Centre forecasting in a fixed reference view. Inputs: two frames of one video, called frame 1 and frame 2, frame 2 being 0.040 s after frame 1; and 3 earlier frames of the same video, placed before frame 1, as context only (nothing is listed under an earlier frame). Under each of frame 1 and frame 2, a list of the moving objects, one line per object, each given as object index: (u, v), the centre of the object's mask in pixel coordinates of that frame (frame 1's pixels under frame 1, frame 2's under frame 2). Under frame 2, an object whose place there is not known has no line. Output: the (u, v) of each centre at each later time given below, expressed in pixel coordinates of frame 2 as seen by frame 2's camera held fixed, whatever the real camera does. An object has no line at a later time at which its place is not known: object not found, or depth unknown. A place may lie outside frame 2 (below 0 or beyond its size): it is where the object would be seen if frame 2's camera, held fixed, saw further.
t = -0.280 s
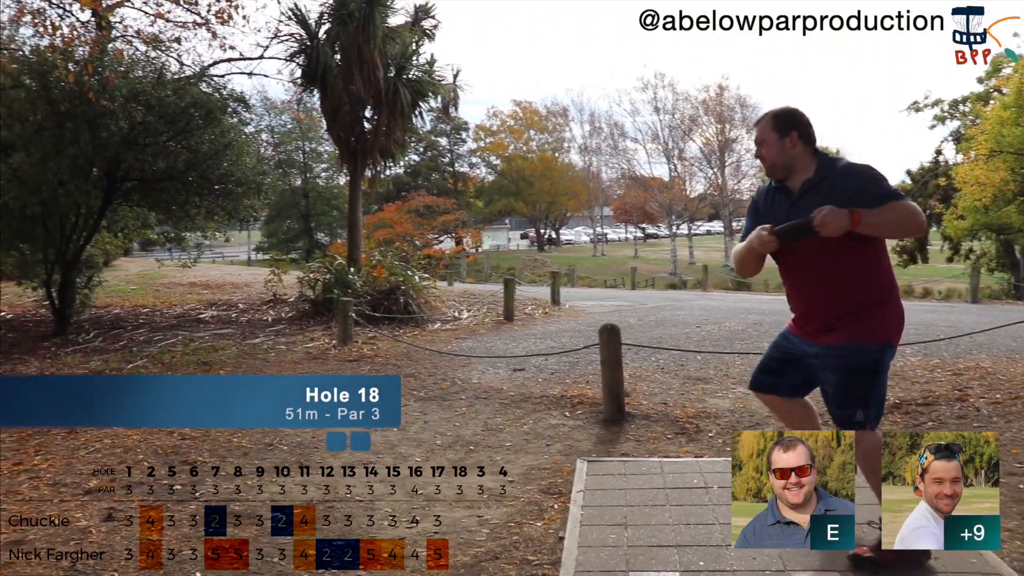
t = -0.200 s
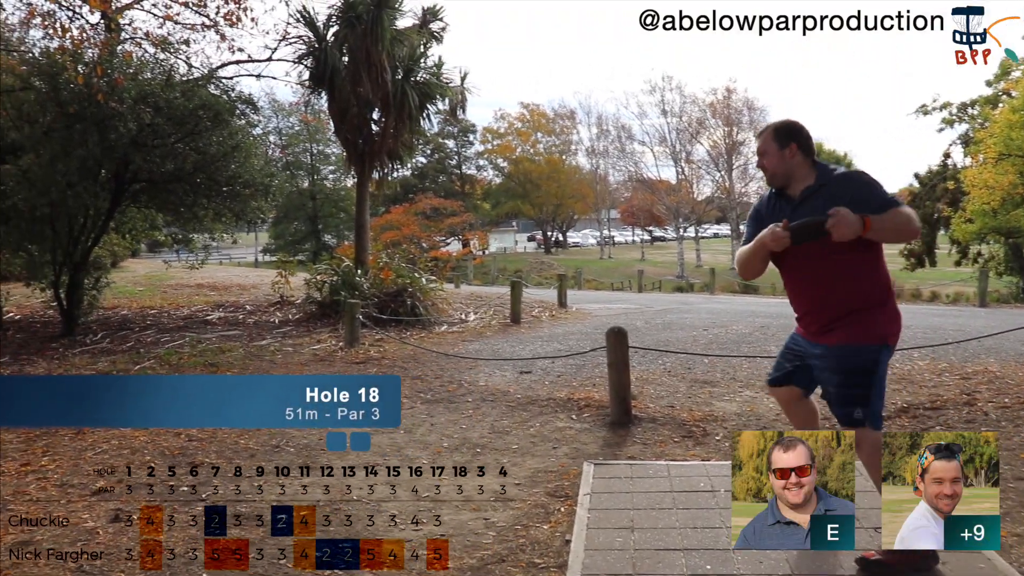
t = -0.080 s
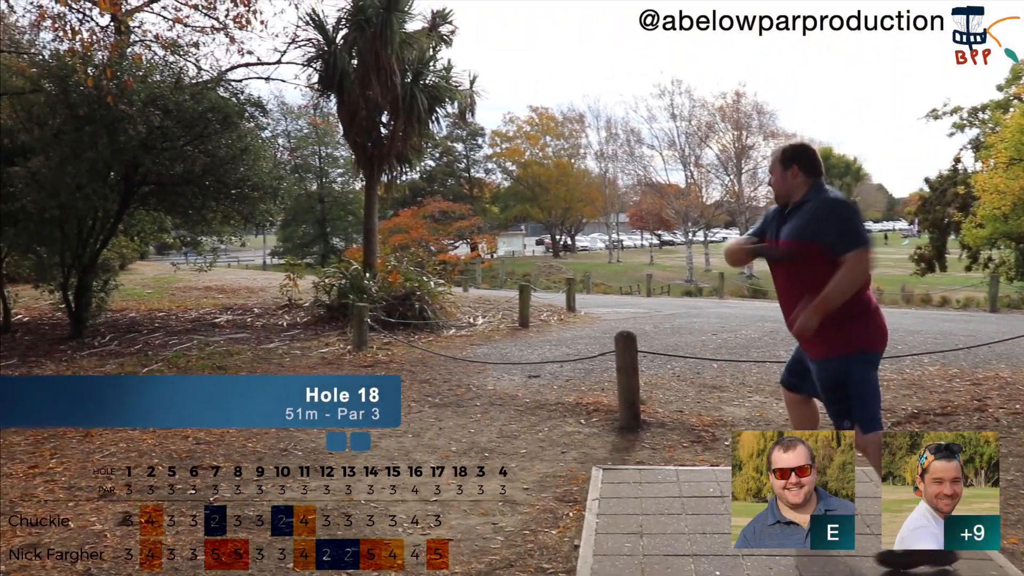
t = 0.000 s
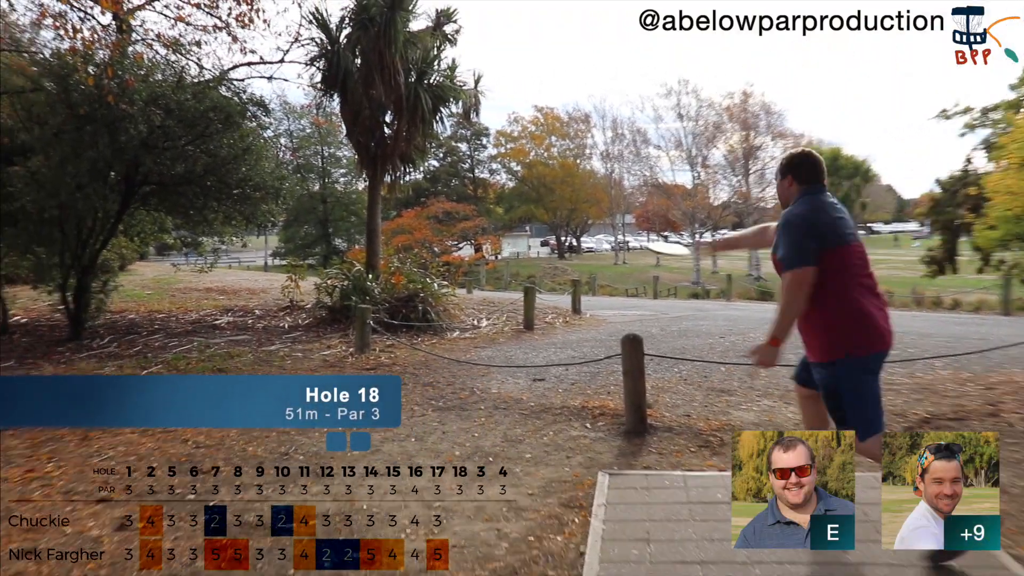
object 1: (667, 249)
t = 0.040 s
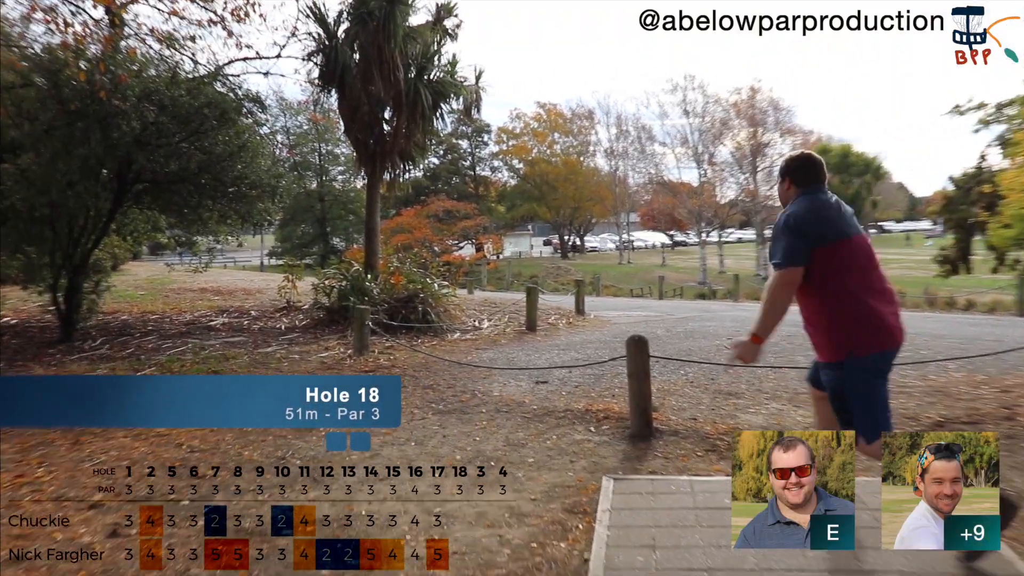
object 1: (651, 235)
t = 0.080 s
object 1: (632, 228)
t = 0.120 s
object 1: (618, 221)
